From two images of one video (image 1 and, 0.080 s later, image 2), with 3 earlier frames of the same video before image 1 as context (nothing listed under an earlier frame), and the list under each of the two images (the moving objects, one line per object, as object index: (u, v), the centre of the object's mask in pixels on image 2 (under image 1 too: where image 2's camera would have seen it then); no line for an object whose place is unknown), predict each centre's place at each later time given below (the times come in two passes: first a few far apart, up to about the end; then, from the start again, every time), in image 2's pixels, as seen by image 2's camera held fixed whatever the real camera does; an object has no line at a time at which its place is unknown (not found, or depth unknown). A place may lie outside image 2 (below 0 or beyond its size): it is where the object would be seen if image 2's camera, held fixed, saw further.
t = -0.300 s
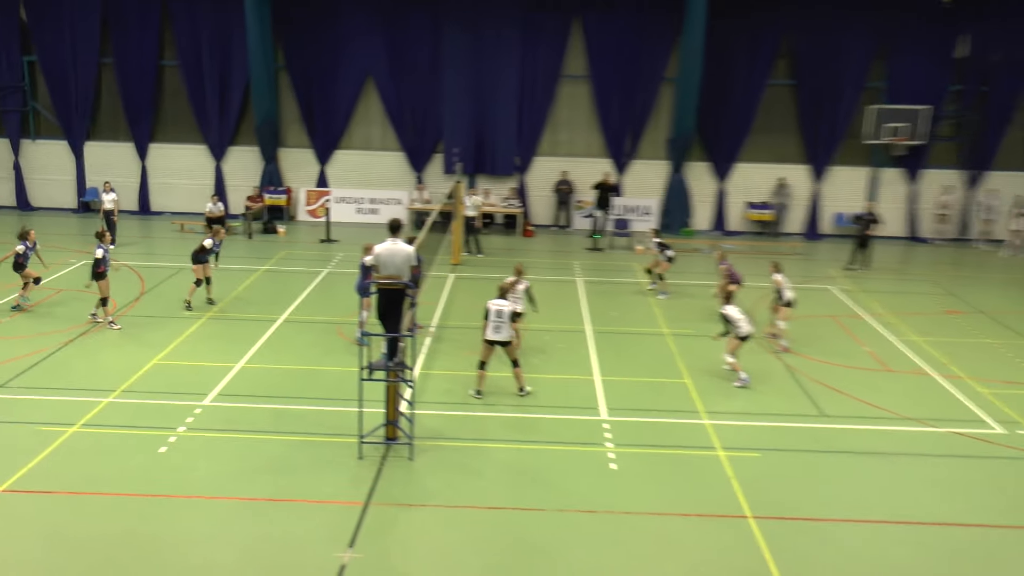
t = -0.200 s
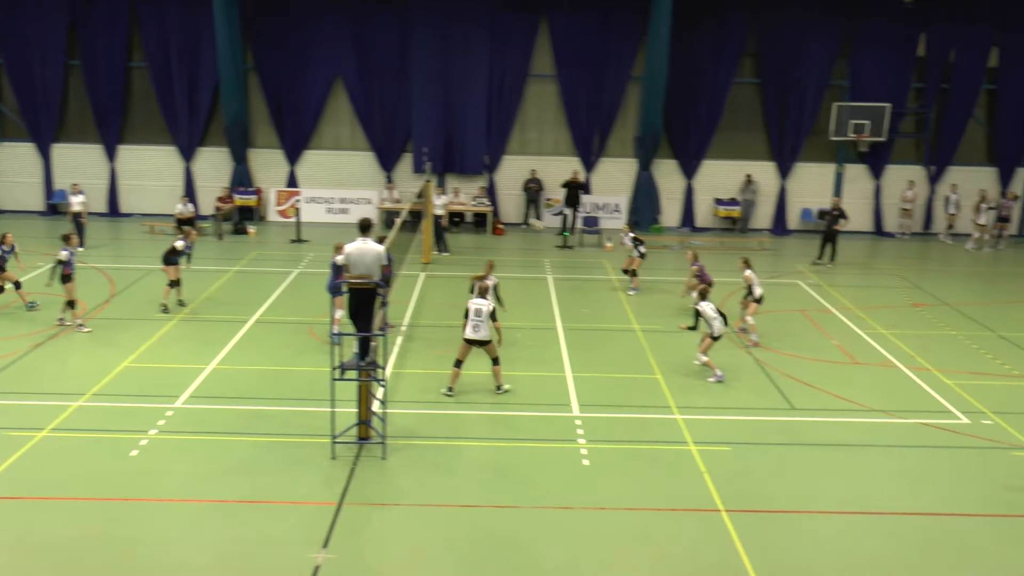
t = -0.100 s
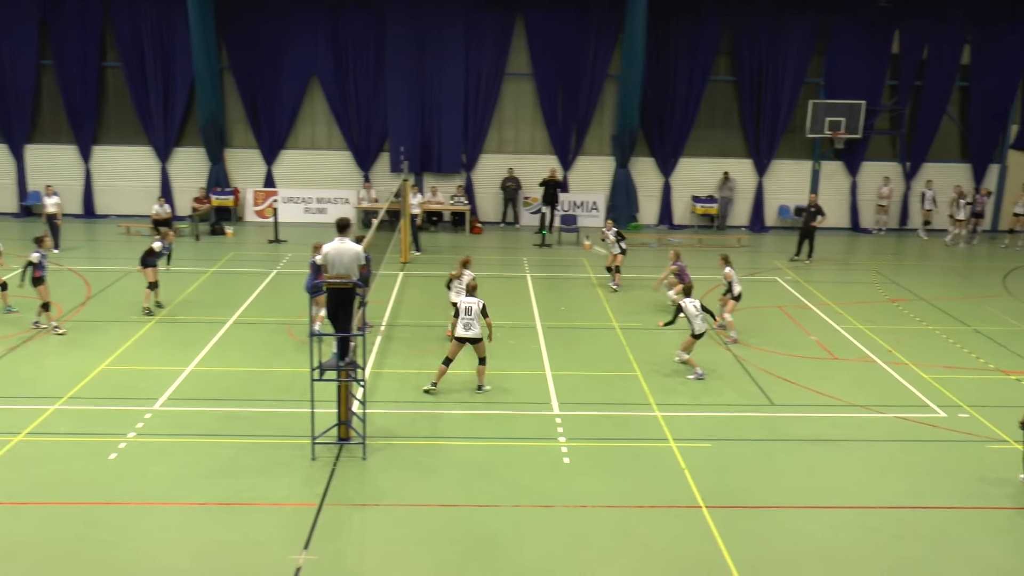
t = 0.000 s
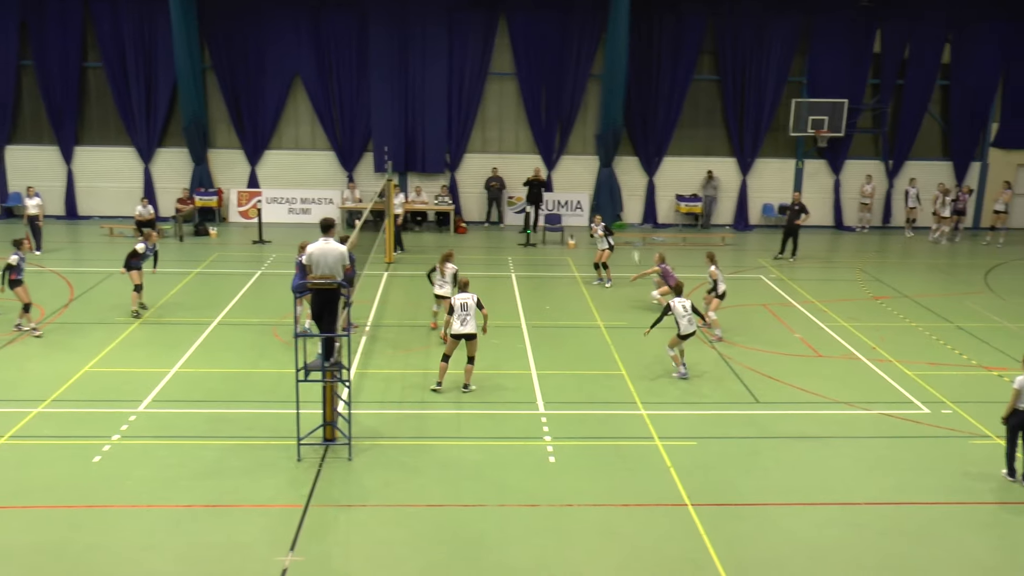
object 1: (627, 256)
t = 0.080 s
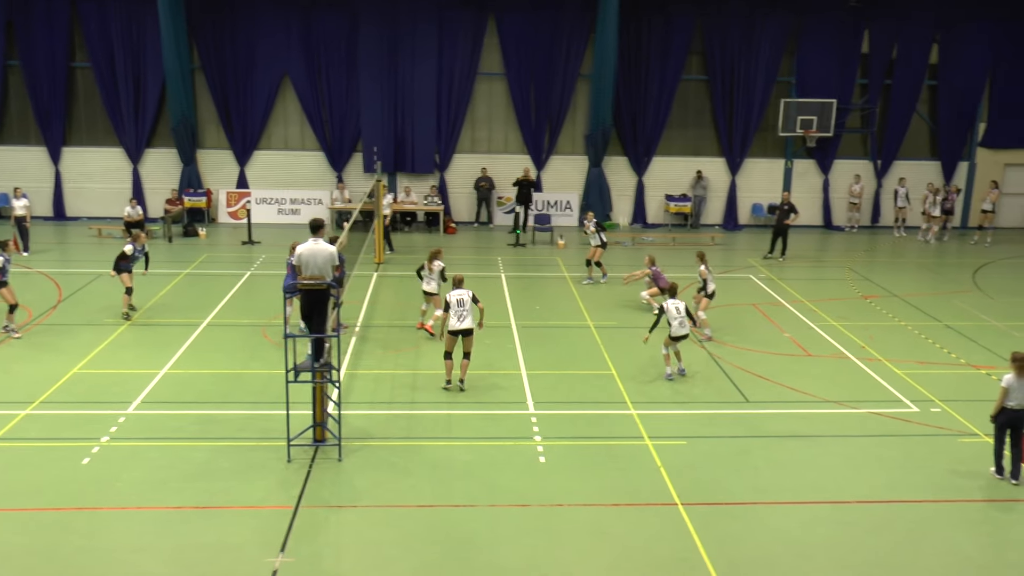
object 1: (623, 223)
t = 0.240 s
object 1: (618, 164)
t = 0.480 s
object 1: (613, 103)
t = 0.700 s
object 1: (611, 73)
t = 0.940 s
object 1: (607, 66)
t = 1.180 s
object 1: (602, 85)
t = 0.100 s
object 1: (623, 216)
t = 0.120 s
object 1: (622, 206)
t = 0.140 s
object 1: (620, 199)
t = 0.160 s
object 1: (620, 192)
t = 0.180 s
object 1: (619, 184)
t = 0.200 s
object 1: (620, 178)
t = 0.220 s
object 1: (618, 170)
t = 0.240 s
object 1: (618, 164)
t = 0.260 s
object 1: (617, 157)
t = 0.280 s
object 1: (616, 151)
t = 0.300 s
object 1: (616, 146)
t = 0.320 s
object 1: (616, 140)
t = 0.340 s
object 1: (615, 135)
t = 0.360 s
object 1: (615, 130)
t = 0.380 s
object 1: (615, 125)
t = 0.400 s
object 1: (615, 120)
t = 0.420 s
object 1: (614, 116)
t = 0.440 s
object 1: (614, 111)
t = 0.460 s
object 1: (614, 107)
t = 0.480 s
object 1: (613, 103)
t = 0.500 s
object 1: (613, 100)
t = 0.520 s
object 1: (613, 96)
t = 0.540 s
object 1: (613, 92)
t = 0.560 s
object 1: (613, 89)
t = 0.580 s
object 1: (612, 86)
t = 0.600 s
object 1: (612, 84)
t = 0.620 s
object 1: (612, 81)
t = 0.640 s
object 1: (612, 79)
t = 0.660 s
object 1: (612, 77)
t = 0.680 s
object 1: (611, 75)
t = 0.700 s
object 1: (611, 73)
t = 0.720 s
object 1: (611, 71)
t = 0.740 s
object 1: (610, 70)
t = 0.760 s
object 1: (610, 69)
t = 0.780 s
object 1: (610, 68)
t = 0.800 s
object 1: (610, 67)
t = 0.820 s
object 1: (609, 67)
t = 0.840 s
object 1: (609, 66)
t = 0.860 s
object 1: (608, 66)
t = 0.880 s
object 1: (608, 66)
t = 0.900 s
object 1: (608, 66)
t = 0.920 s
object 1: (608, 66)
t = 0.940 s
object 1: (607, 66)
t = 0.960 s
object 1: (607, 67)
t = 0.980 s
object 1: (607, 68)
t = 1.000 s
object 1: (606, 69)
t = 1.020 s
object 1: (606, 70)
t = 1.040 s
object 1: (605, 71)
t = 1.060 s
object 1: (605, 73)
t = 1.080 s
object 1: (605, 74)
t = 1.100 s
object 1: (604, 76)
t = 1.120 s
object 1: (604, 78)
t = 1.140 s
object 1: (603, 80)
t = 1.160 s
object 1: (603, 82)
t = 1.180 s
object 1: (602, 85)
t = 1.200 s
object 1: (602, 87)
